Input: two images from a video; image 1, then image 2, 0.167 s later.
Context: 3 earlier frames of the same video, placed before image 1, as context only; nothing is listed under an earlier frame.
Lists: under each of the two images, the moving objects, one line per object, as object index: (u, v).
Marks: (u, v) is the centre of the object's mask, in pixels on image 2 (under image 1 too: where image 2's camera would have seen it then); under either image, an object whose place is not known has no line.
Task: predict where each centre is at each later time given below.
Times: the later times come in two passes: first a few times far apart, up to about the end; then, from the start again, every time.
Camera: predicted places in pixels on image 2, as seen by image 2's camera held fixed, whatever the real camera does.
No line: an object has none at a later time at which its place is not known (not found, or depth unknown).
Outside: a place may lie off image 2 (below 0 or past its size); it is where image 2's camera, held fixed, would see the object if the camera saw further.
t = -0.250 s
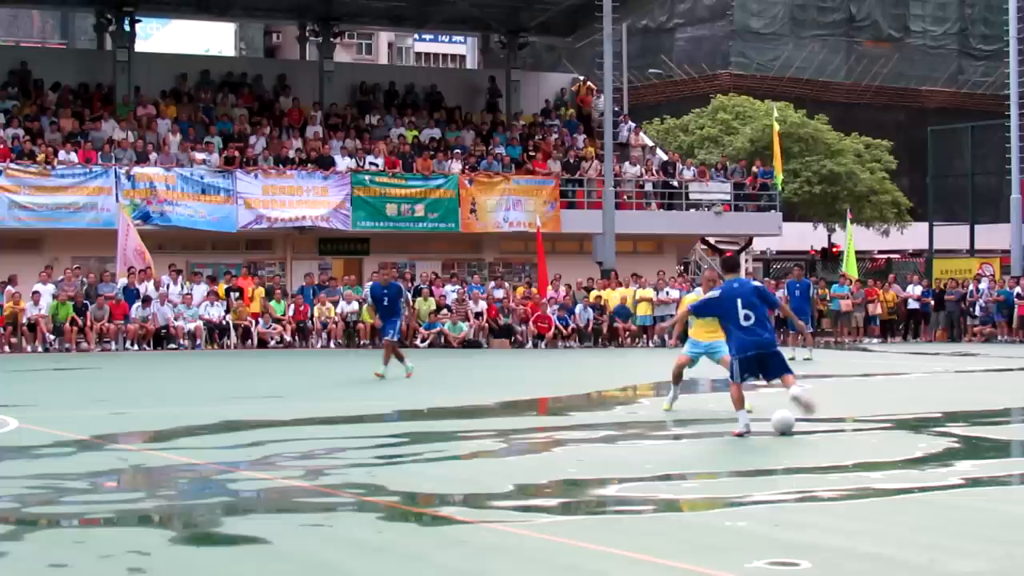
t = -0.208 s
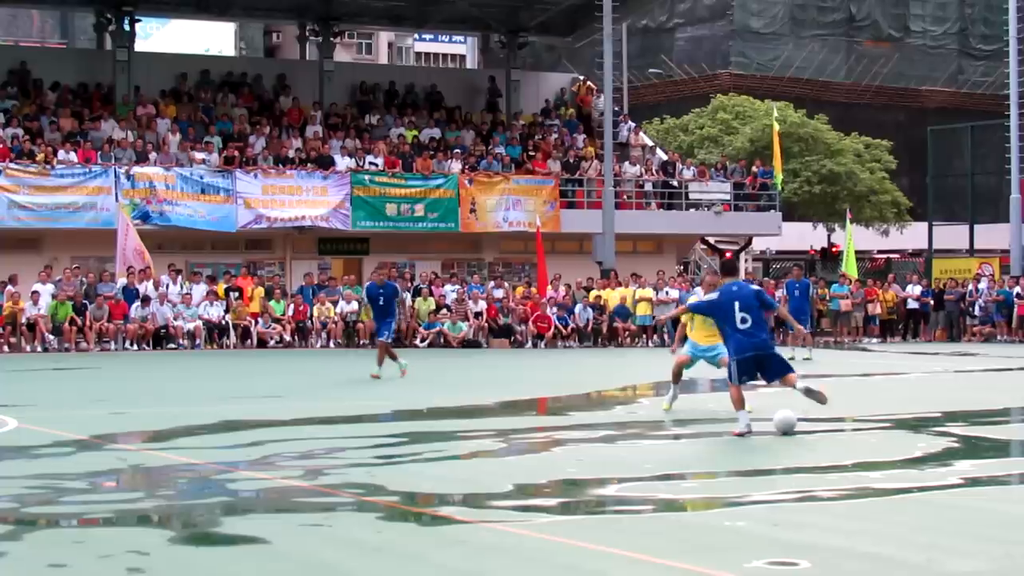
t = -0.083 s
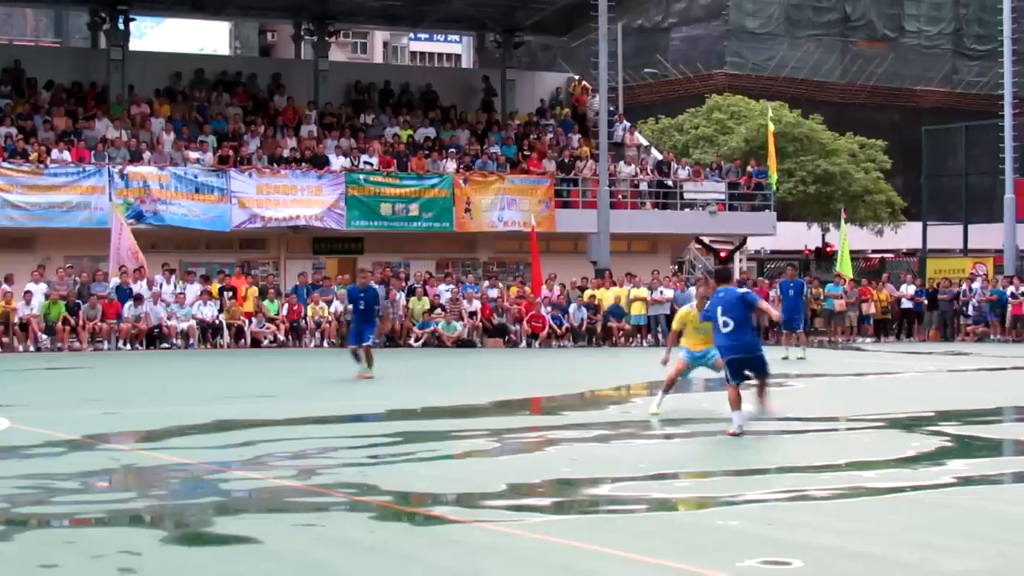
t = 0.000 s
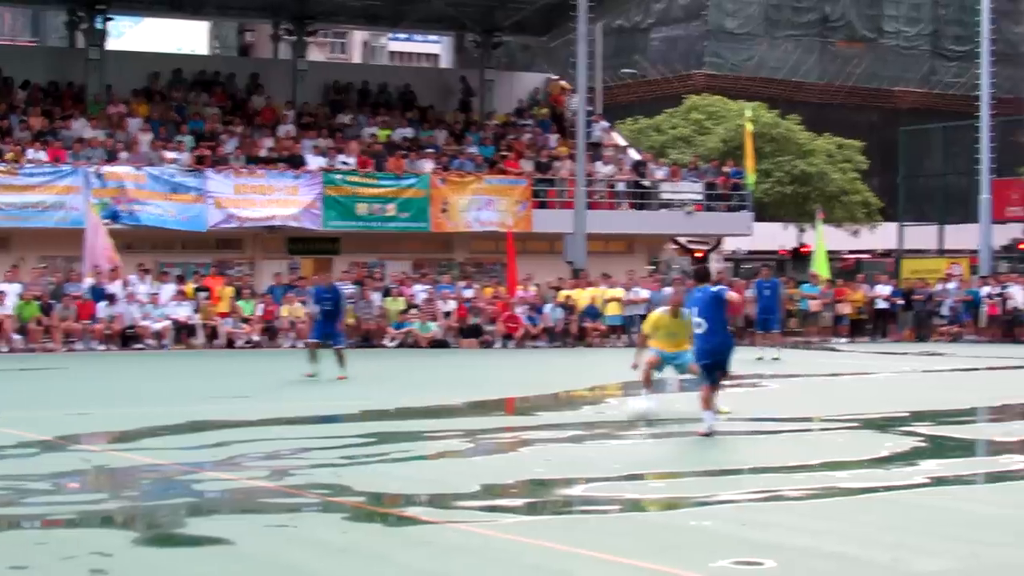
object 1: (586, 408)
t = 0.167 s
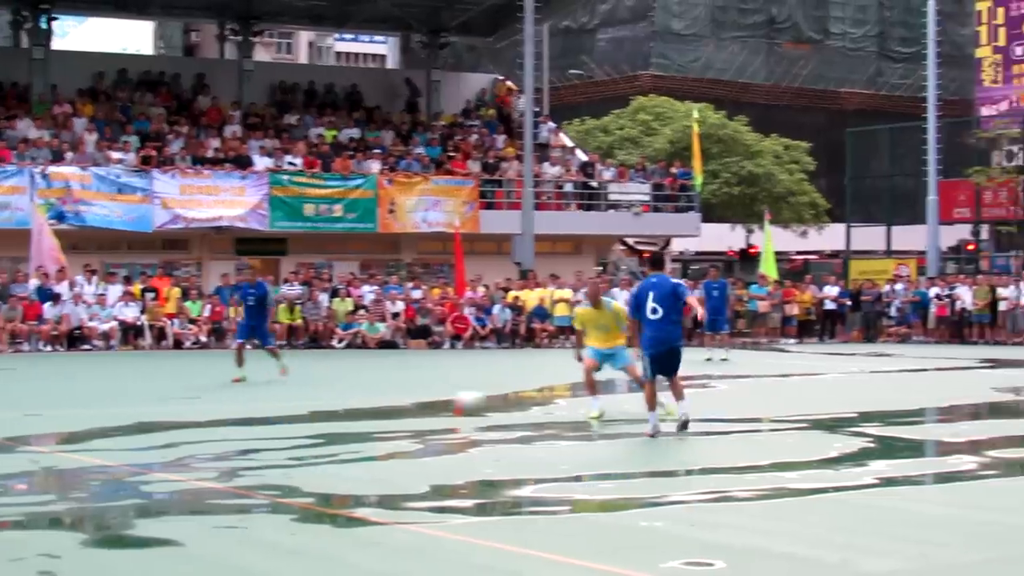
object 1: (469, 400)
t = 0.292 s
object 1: (397, 396)
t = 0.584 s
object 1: (271, 386)
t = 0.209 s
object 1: (442, 399)
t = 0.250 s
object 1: (418, 396)
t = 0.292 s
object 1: (397, 396)
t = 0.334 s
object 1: (375, 394)
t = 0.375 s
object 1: (355, 392)
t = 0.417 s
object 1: (337, 390)
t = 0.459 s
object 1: (318, 389)
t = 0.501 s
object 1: (302, 386)
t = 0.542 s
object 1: (286, 385)
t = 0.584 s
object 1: (271, 386)
